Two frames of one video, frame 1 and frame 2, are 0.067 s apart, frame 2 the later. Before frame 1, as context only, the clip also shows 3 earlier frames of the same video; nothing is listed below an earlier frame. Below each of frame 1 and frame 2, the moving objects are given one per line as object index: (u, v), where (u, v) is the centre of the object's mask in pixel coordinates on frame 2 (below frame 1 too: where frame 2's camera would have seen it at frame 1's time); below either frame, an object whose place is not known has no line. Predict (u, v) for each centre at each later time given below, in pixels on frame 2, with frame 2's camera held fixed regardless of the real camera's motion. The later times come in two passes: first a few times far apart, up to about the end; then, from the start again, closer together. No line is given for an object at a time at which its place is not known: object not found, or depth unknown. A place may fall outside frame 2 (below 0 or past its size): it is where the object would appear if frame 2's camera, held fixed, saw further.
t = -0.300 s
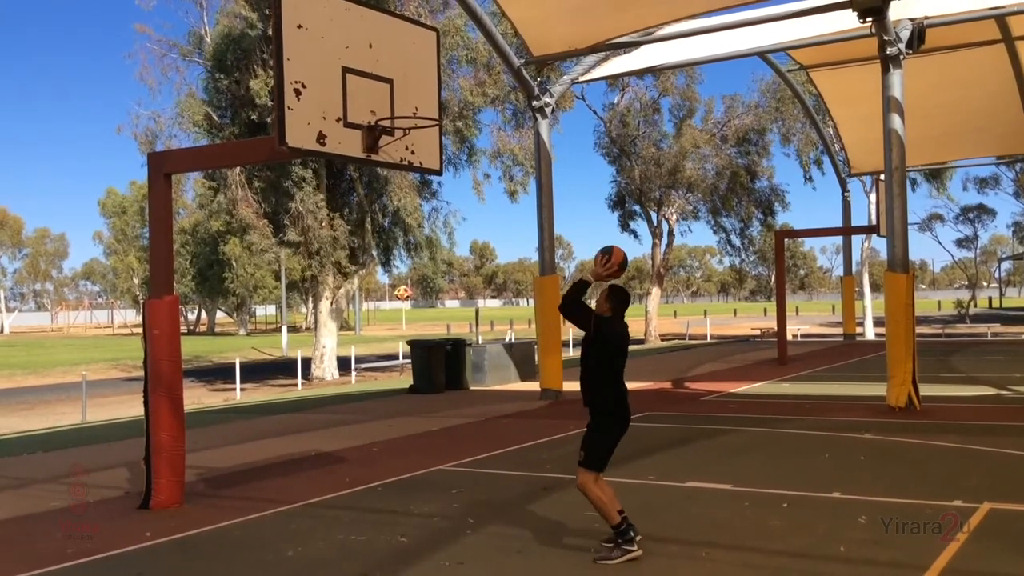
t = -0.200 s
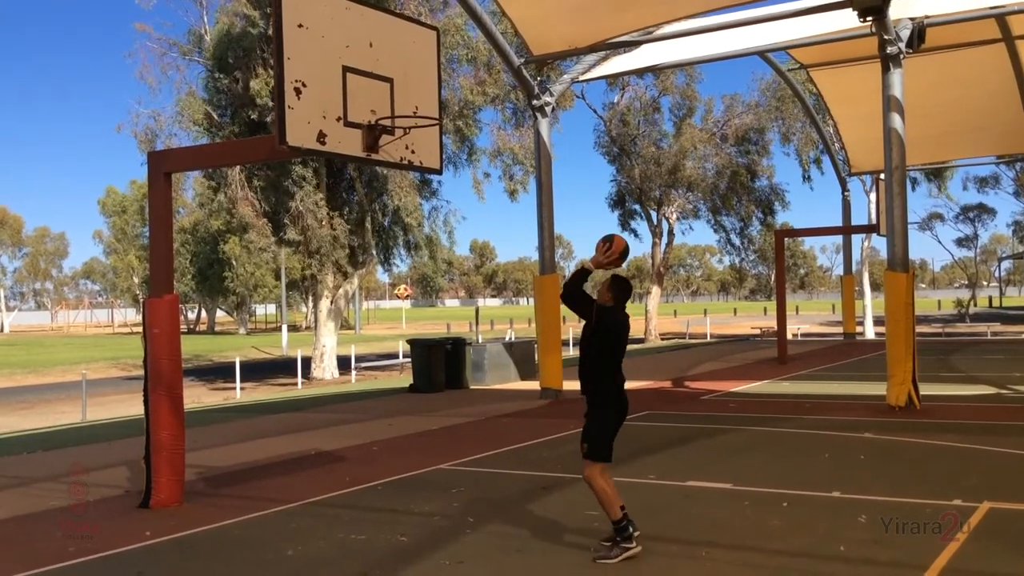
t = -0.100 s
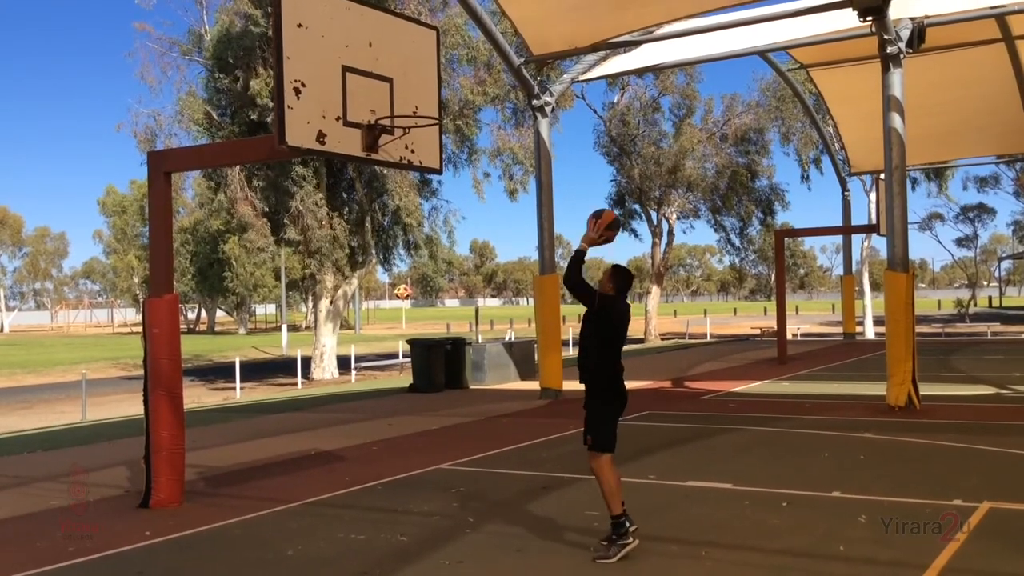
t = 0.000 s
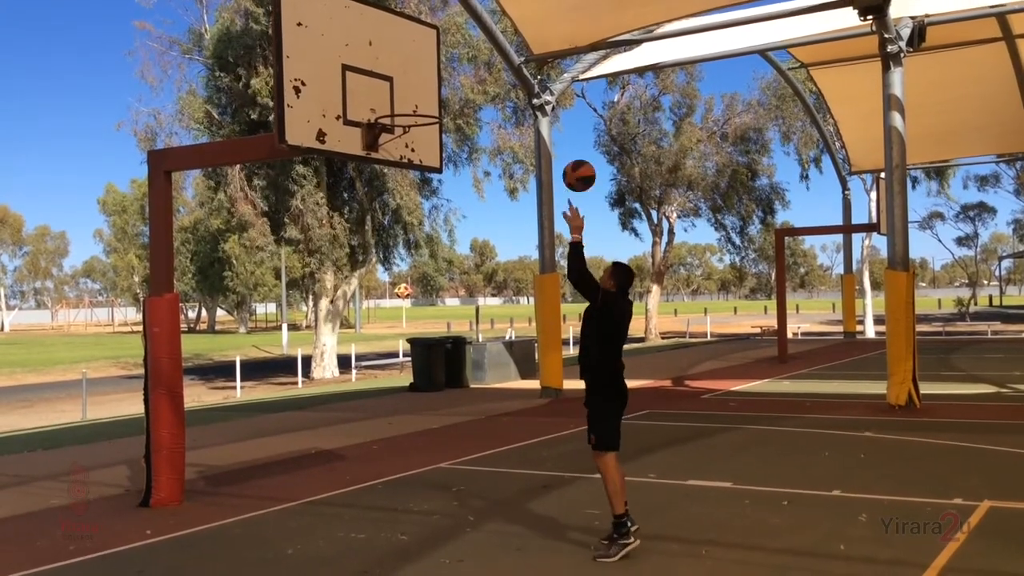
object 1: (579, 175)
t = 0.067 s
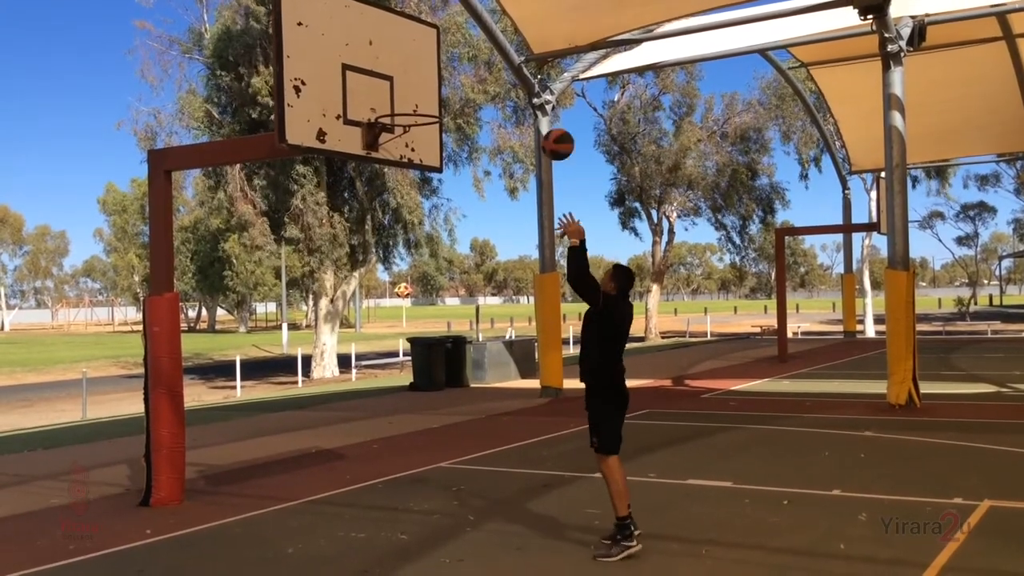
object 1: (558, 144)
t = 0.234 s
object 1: (508, 97)
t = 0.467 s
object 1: (437, 101)
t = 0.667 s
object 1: (411, 112)
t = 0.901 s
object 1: (385, 192)
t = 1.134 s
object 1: (362, 340)
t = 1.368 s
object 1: (341, 478)
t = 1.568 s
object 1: (327, 355)
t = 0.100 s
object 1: (547, 131)
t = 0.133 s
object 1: (537, 121)
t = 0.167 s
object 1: (527, 111)
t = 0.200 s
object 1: (516, 103)
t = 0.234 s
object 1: (508, 97)
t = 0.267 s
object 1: (488, 90)
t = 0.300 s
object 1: (479, 89)
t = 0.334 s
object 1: (470, 89)
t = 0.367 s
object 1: (461, 91)
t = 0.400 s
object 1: (452, 94)
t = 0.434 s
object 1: (443, 99)
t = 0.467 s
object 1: (437, 101)
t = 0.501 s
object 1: (432, 99)
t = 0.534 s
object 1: (428, 98)
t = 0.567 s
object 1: (424, 100)
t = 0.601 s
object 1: (419, 102)
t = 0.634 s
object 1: (415, 106)
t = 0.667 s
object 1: (411, 112)
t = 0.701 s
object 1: (407, 119)
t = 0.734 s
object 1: (404, 128)
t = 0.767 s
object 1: (400, 138)
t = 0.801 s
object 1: (396, 149)
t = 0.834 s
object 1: (392, 162)
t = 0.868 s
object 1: (389, 176)
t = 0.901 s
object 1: (385, 192)
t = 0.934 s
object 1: (381, 209)
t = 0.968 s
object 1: (378, 228)
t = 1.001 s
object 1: (375, 249)
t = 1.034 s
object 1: (371, 268)
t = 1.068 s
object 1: (368, 291)
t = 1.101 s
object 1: (365, 314)
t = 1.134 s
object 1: (362, 340)
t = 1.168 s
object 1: (359, 366)
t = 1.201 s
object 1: (356, 394)
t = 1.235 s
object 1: (352, 424)
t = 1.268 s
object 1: (350, 454)
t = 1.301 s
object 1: (346, 486)
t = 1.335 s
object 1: (343, 503)
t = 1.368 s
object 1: (341, 478)
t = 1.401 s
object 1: (339, 454)
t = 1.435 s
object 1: (336, 431)
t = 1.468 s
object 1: (334, 411)
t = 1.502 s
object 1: (332, 390)
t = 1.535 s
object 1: (329, 372)
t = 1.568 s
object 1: (327, 355)
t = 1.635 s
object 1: (323, 326)
